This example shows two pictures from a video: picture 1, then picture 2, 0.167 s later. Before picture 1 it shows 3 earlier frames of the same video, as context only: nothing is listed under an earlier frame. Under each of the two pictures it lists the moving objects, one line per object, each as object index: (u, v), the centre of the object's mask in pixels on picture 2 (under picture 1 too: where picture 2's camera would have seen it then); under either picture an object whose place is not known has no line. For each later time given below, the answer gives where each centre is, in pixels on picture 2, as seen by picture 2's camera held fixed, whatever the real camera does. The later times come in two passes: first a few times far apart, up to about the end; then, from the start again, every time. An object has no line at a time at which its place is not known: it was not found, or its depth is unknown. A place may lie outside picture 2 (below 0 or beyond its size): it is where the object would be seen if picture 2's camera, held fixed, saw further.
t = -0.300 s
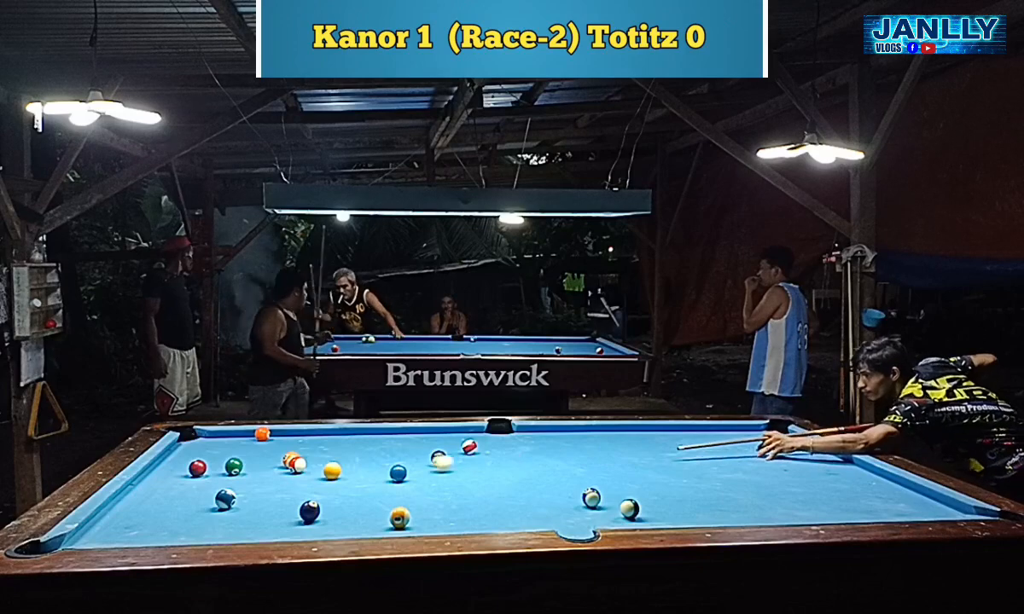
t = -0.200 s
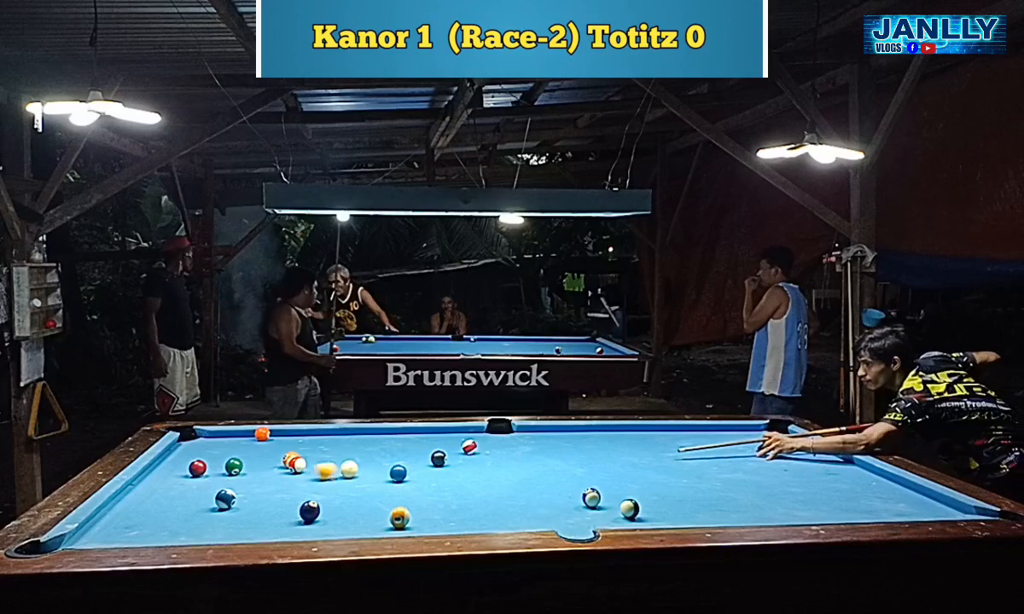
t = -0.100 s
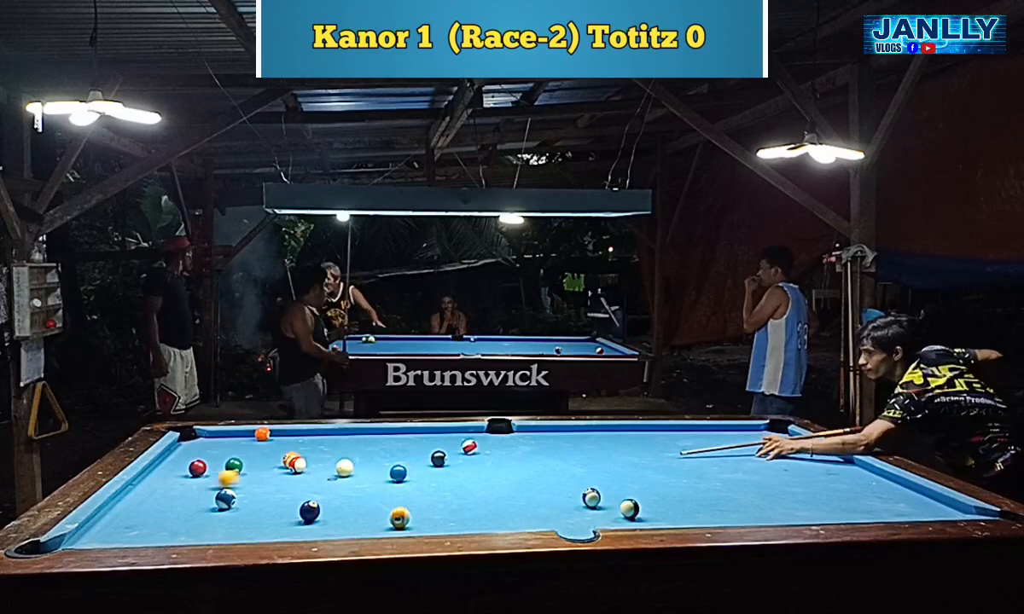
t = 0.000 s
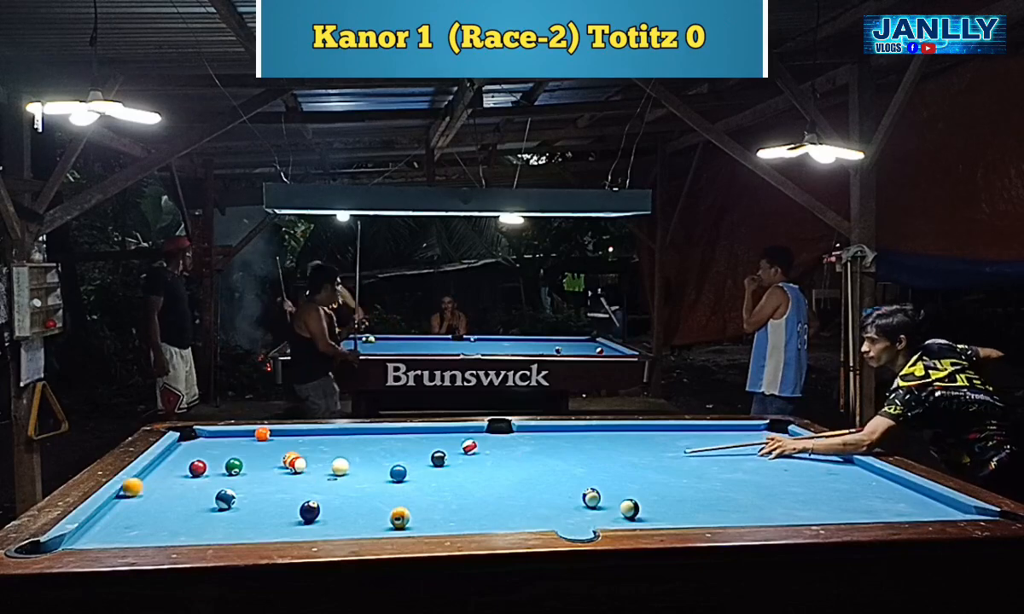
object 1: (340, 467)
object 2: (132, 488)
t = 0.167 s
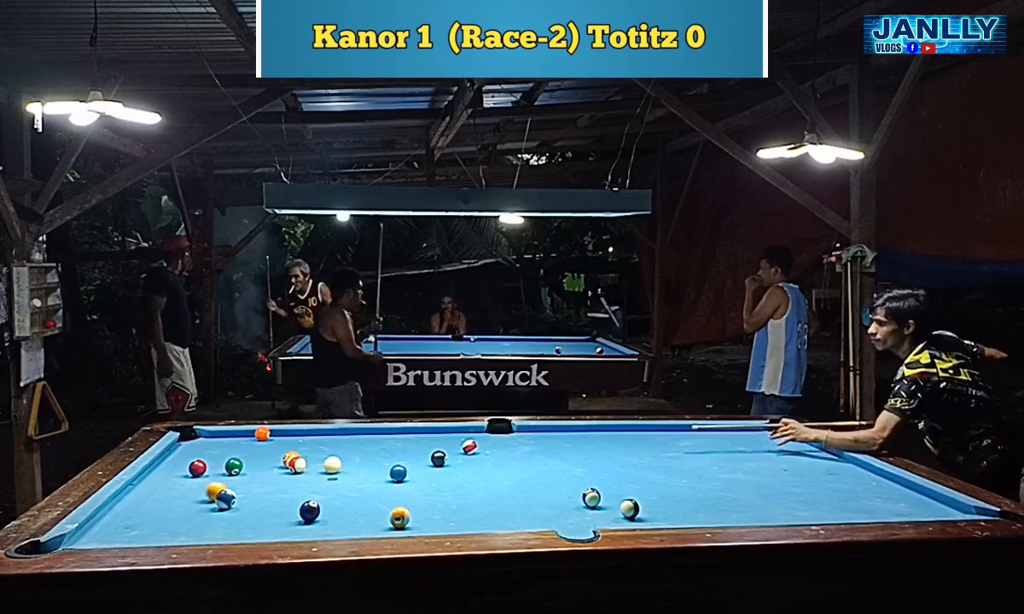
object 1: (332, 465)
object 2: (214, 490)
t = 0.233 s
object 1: (330, 464)
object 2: (246, 493)
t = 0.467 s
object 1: (321, 462)
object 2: (347, 499)
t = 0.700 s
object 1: (313, 460)
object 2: (450, 505)
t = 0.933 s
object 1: (309, 457)
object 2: (554, 512)
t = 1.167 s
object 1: (306, 455)
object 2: (660, 516)
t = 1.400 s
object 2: (743, 514)
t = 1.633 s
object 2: (811, 510)
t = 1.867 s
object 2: (874, 506)
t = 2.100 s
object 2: (931, 500)
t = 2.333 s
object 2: (908, 496)
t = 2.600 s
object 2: (863, 490)
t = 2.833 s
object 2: (826, 486)
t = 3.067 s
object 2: (793, 482)
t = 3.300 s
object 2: (761, 479)
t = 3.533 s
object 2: (732, 475)
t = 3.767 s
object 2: (706, 472)
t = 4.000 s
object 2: (682, 468)
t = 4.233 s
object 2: (659, 466)
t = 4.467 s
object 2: (639, 463)
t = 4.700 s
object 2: (621, 461)
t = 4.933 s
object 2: (604, 459)
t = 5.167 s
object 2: (588, 457)
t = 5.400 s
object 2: (574, 455)
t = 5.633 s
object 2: (562, 454)
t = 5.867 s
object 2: (550, 452)
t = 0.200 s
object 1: (331, 465)
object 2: (233, 489)
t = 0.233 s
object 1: (330, 464)
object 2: (246, 493)
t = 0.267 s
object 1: (328, 464)
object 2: (260, 494)
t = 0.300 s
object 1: (327, 464)
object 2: (274, 495)
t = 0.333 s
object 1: (326, 463)
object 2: (289, 496)
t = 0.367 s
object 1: (324, 463)
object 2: (303, 495)
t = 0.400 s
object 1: (323, 463)
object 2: (319, 495)
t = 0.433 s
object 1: (322, 462)
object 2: (333, 498)
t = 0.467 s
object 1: (321, 462)
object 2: (347, 499)
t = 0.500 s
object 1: (320, 462)
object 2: (362, 500)
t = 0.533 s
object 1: (318, 461)
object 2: (377, 501)
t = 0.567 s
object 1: (317, 461)
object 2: (391, 501)
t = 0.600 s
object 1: (316, 461)
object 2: (407, 501)
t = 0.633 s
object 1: (315, 460)
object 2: (421, 503)
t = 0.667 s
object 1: (314, 460)
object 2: (435, 505)
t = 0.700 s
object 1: (313, 460)
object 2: (450, 505)
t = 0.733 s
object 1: (313, 460)
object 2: (465, 506)
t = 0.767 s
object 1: (312, 459)
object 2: (480, 507)
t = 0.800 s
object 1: (311, 459)
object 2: (494, 508)
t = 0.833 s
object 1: (310, 458)
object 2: (509, 509)
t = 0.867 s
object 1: (310, 458)
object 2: (524, 510)
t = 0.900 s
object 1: (309, 457)
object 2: (539, 511)
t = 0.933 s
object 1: (309, 457)
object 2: (554, 512)
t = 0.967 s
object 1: (309, 457)
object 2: (569, 513)
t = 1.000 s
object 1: (308, 456)
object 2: (584, 514)
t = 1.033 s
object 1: (308, 456)
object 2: (599, 514)
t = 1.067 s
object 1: (308, 455)
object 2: (614, 515)
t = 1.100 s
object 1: (307, 455)
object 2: (629, 515)
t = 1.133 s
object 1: (307, 455)
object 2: (644, 516)
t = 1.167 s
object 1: (306, 455)
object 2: (660, 516)
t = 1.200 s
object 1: (306, 454)
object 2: (675, 517)
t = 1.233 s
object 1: (306, 454)
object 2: (690, 517)
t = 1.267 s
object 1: (305, 454)
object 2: (702, 517)
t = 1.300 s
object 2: (712, 516)
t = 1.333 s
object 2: (723, 516)
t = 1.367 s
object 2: (733, 515)
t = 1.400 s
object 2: (743, 514)
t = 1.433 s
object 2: (753, 514)
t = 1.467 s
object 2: (763, 513)
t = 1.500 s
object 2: (773, 513)
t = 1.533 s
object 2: (783, 512)
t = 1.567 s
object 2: (792, 512)
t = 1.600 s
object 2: (802, 511)
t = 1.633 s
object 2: (811, 510)
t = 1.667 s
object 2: (821, 510)
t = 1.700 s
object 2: (830, 509)
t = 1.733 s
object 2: (839, 509)
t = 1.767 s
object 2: (848, 508)
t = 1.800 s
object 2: (856, 507)
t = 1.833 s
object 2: (865, 507)
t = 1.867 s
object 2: (874, 506)
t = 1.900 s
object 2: (882, 506)
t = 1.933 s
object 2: (890, 504)
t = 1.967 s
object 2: (899, 504)
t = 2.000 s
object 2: (906, 503)
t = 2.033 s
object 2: (914, 502)
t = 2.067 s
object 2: (923, 501)
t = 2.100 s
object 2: (931, 500)
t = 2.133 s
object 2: (938, 500)
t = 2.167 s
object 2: (940, 499)
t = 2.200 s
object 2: (933, 498)
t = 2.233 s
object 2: (926, 498)
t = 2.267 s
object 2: (919, 497)
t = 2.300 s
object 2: (914, 497)
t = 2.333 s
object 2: (908, 496)
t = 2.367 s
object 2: (902, 496)
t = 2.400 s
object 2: (896, 494)
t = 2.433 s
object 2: (890, 494)
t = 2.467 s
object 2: (885, 493)
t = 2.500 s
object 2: (879, 492)
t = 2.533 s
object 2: (874, 492)
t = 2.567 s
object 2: (868, 491)
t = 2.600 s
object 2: (863, 490)
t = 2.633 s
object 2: (857, 490)
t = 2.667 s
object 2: (852, 490)
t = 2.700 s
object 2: (847, 489)
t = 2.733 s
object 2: (842, 488)
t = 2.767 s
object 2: (836, 488)
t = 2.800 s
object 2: (831, 487)
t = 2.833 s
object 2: (826, 486)
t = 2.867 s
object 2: (821, 486)
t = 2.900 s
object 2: (816, 485)
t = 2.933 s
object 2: (812, 485)
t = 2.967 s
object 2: (807, 484)
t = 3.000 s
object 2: (802, 483)
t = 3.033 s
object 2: (798, 483)
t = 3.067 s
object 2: (793, 482)
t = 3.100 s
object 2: (788, 482)
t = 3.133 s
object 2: (784, 481)
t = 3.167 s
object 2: (779, 481)
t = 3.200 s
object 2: (774, 480)
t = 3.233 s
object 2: (770, 480)
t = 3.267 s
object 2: (766, 479)
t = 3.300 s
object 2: (761, 479)
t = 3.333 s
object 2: (757, 478)
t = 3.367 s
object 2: (753, 477)
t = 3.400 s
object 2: (749, 477)
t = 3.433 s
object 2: (745, 476)
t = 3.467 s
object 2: (741, 476)
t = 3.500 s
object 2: (736, 475)
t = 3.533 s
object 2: (732, 475)
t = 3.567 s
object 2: (729, 474)
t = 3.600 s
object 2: (725, 474)
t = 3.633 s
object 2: (721, 473)
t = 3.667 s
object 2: (717, 473)
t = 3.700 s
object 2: (713, 472)
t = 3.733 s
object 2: (710, 472)
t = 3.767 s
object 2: (706, 472)
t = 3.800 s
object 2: (703, 471)
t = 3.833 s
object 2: (699, 471)
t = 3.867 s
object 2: (695, 470)
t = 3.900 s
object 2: (692, 470)
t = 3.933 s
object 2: (688, 469)
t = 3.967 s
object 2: (685, 469)
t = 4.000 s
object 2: (682, 468)
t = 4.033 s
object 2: (678, 468)
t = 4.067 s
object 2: (676, 467)
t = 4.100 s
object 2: (672, 467)
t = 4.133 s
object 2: (669, 467)
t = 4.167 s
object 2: (666, 466)
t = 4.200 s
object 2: (663, 466)
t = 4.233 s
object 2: (659, 466)
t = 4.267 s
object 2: (657, 465)
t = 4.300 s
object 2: (654, 465)
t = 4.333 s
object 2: (651, 465)
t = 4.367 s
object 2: (648, 464)
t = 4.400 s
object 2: (645, 464)
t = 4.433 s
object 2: (642, 463)
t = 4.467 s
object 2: (639, 463)
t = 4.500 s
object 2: (637, 463)
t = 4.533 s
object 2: (634, 462)
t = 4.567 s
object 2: (631, 462)
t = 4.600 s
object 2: (628, 462)
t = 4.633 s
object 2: (626, 461)
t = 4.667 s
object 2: (623, 461)
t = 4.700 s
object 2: (621, 461)
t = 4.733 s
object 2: (618, 461)
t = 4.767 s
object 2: (616, 460)
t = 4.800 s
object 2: (614, 460)
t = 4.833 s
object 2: (611, 460)
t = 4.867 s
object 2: (609, 459)
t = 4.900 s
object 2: (606, 459)
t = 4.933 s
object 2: (604, 459)
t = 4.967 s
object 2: (601, 458)
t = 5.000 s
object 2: (599, 458)
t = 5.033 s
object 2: (597, 458)
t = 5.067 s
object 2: (595, 458)
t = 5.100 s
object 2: (593, 457)
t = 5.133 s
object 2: (590, 457)
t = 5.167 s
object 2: (588, 457)
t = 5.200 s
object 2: (586, 456)
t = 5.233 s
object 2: (584, 456)
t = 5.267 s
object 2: (582, 456)
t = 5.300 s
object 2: (580, 456)
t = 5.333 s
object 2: (578, 455)
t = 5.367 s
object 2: (576, 455)
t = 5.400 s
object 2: (574, 455)
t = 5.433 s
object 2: (572, 455)
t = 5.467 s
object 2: (571, 455)
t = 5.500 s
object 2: (569, 454)
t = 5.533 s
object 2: (567, 454)
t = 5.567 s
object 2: (565, 454)
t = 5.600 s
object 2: (564, 454)
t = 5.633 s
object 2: (562, 454)
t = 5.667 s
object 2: (560, 453)
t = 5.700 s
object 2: (558, 453)
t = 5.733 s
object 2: (556, 453)
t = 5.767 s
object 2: (555, 453)
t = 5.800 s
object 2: (553, 453)
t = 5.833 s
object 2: (552, 452)
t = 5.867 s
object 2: (550, 452)
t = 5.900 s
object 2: (549, 452)
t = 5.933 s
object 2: (547, 452)
